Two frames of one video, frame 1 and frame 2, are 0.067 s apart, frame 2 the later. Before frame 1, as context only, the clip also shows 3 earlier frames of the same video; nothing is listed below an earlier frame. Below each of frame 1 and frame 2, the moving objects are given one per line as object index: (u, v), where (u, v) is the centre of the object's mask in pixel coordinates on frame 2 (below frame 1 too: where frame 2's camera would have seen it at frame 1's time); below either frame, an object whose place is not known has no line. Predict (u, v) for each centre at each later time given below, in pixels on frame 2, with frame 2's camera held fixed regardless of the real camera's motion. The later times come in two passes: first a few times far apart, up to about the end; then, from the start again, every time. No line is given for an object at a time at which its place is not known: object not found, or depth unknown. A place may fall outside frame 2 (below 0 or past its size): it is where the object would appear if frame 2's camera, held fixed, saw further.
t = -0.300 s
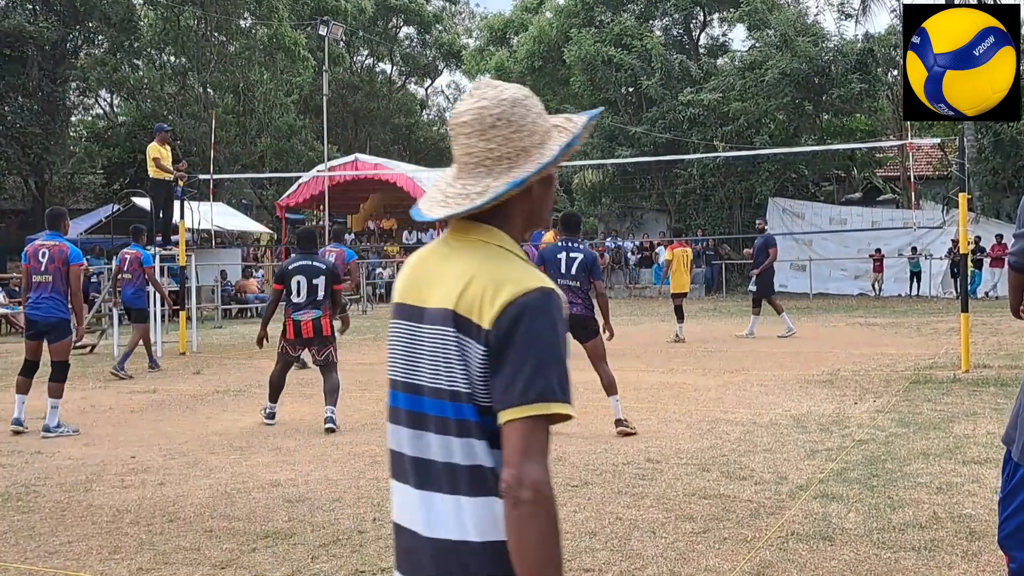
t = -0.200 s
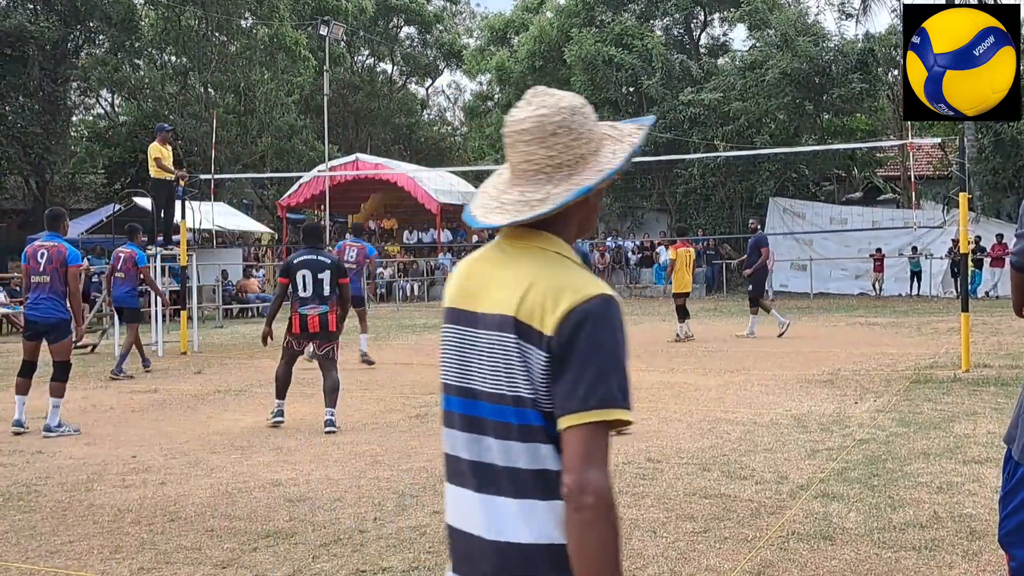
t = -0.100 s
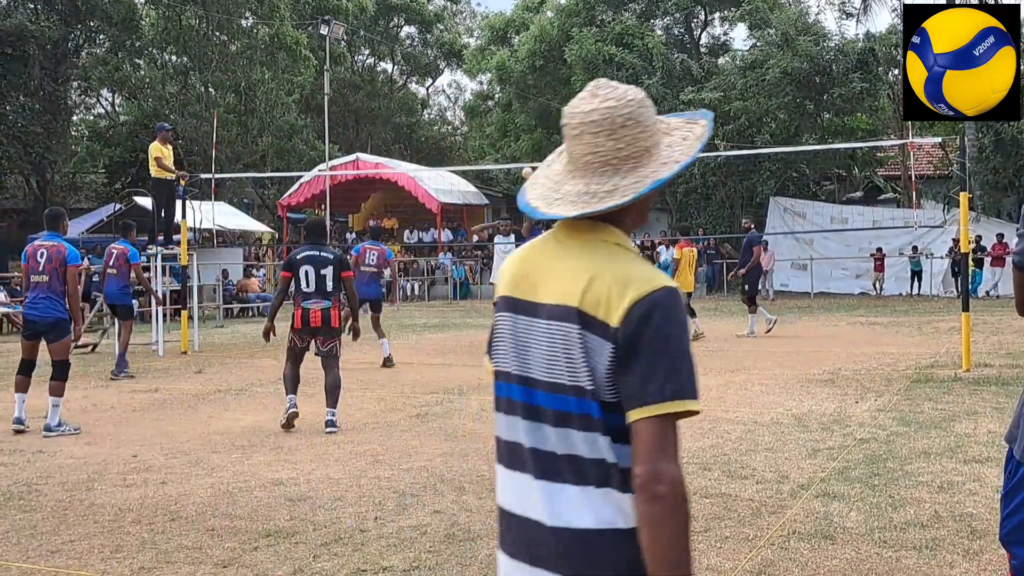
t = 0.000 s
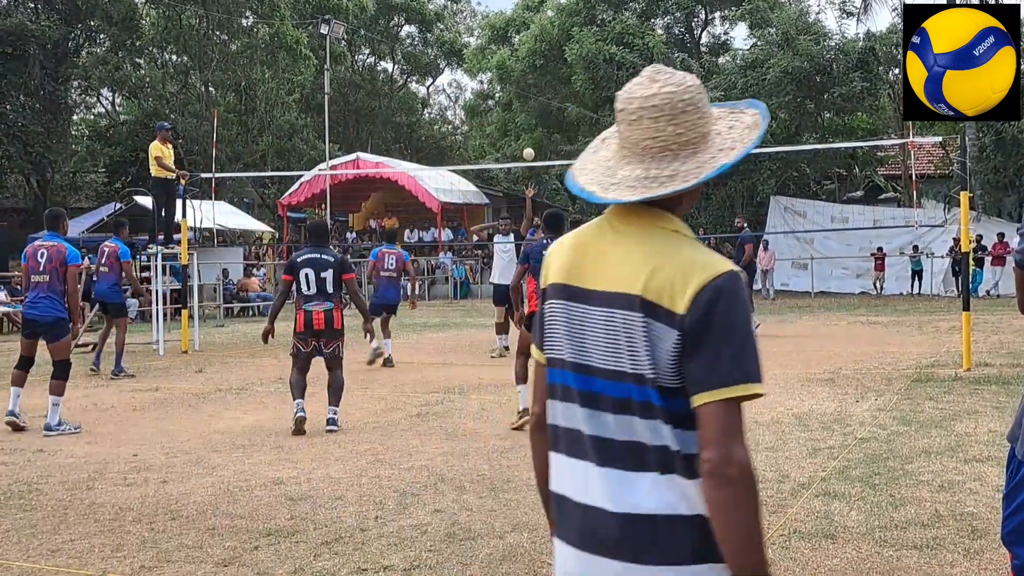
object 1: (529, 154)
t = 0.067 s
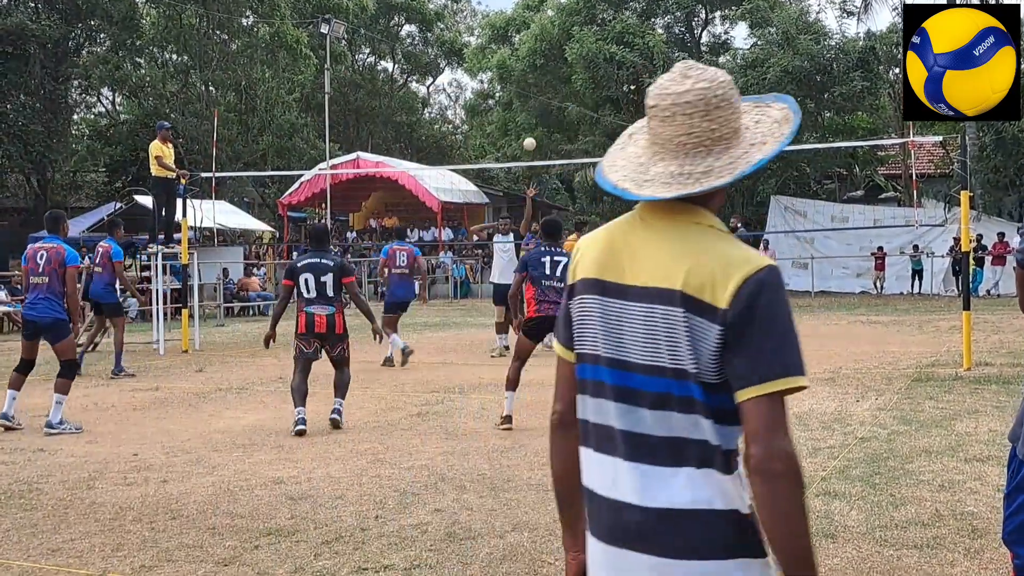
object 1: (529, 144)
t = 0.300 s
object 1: (534, 128)
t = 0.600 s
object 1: (543, 163)
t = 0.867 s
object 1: (548, 212)
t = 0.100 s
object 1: (530, 140)
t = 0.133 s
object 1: (530, 136)
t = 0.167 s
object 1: (531, 133)
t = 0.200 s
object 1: (532, 131)
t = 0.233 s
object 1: (533, 129)
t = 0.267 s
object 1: (533, 128)
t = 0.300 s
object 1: (534, 128)
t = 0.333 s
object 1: (535, 129)
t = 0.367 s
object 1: (536, 130)
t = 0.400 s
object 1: (537, 133)
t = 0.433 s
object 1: (538, 136)
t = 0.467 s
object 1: (539, 141)
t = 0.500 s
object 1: (541, 146)
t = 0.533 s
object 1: (542, 153)
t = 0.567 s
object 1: (543, 160)
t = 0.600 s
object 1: (543, 163)
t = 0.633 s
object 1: (544, 164)
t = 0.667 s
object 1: (544, 167)
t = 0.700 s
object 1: (545, 172)
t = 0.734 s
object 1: (545, 177)
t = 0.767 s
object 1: (546, 184)
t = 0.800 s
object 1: (547, 191)
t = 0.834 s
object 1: (547, 201)
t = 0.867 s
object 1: (548, 212)
